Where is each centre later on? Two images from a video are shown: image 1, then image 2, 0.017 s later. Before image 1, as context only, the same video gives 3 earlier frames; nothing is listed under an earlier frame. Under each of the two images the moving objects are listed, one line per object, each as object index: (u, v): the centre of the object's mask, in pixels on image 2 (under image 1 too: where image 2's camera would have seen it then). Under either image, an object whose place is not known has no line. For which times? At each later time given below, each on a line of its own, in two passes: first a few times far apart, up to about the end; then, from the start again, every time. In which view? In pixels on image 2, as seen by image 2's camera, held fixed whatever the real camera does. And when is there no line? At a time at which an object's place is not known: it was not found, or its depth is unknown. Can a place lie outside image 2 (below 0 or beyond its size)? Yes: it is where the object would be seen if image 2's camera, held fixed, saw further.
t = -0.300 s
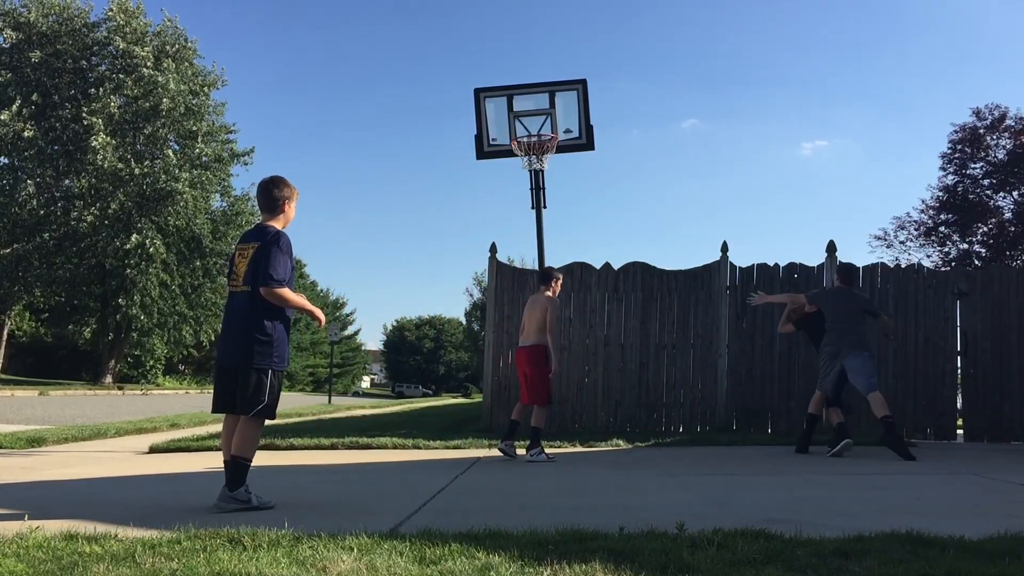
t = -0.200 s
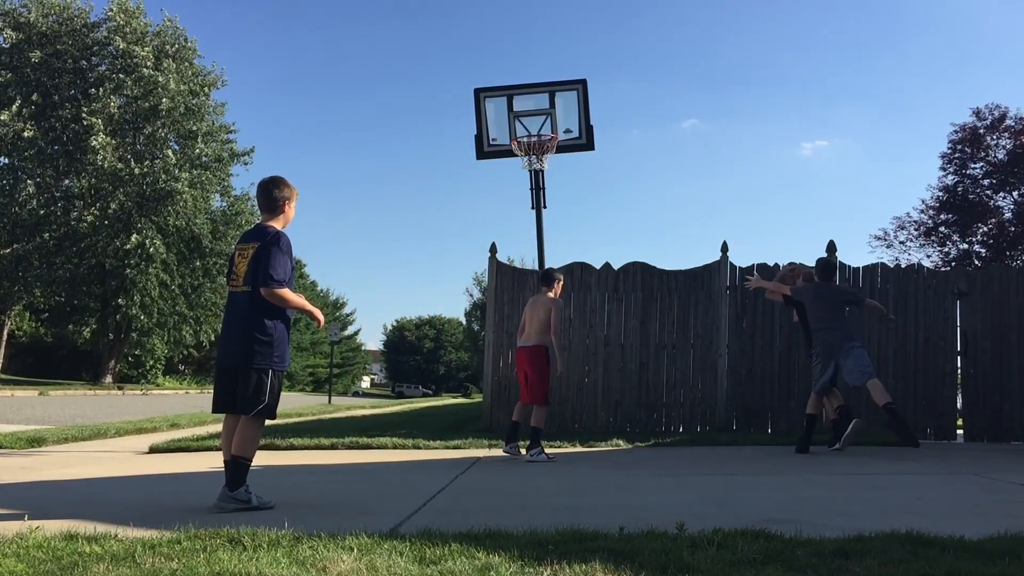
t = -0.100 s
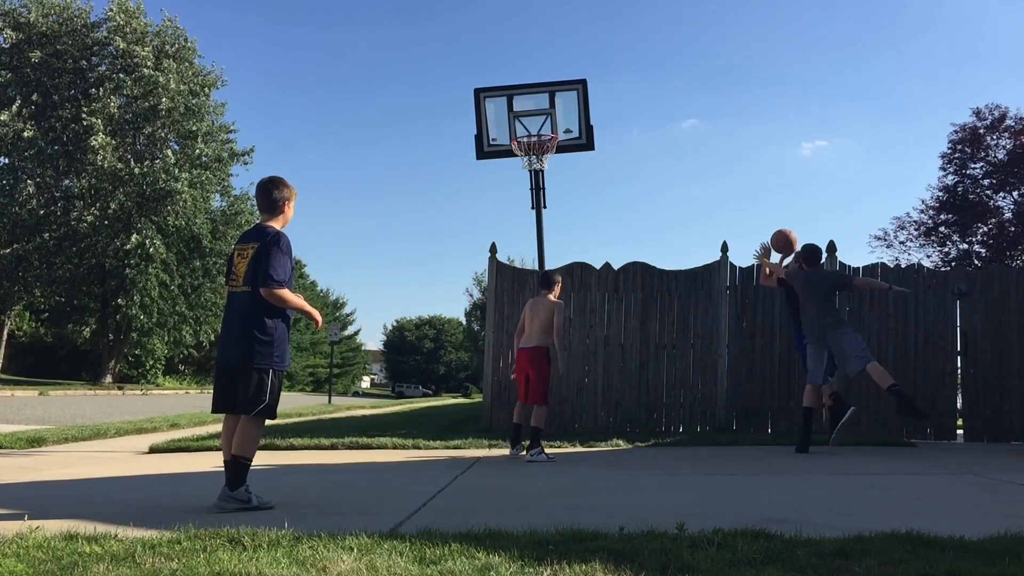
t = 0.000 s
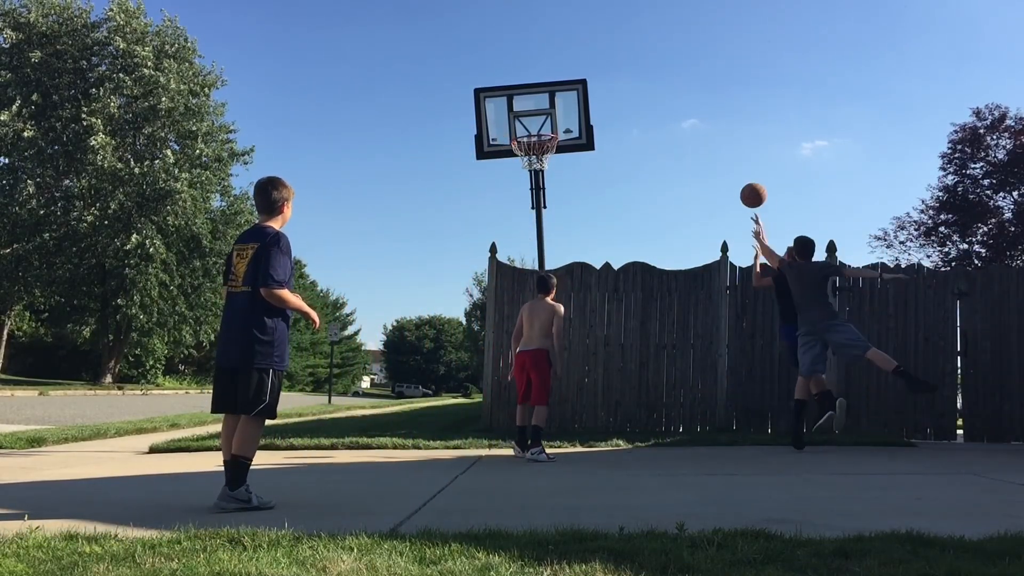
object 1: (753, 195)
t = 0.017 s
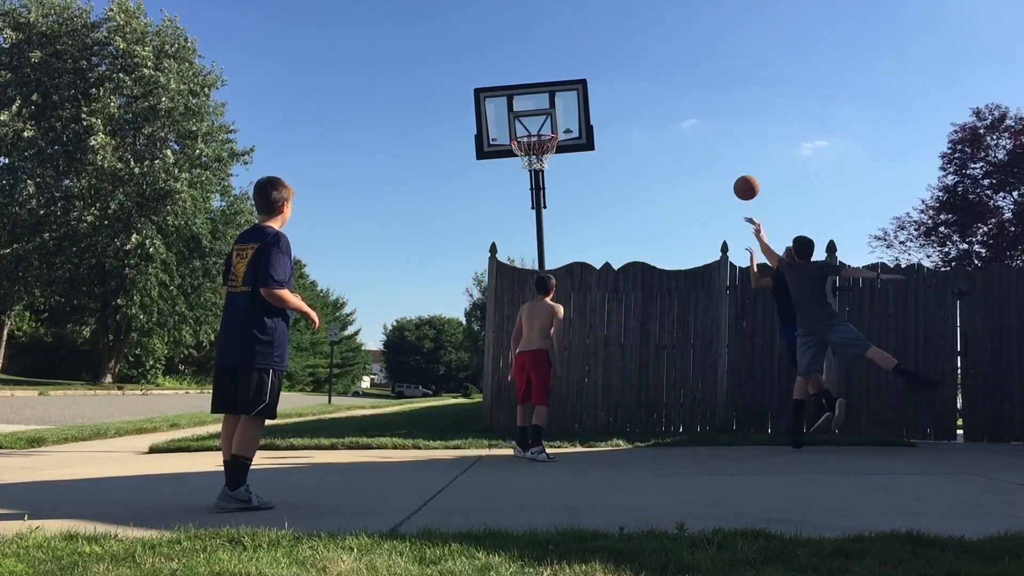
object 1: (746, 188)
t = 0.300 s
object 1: (640, 108)
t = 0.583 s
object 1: (550, 104)
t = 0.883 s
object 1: (521, 123)
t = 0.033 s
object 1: (740, 180)
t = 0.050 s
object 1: (733, 174)
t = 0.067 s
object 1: (727, 167)
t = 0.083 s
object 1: (720, 161)
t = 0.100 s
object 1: (714, 155)
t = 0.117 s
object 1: (707, 149)
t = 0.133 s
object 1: (701, 144)
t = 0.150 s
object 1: (695, 139)
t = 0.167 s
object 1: (689, 135)
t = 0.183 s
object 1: (682, 130)
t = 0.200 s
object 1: (676, 126)
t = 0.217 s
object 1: (670, 123)
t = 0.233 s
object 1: (664, 119)
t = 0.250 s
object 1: (657, 116)
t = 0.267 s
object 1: (651, 113)
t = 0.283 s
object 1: (646, 110)
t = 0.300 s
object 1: (640, 108)
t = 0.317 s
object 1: (634, 106)
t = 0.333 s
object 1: (628, 104)
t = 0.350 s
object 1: (622, 103)
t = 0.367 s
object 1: (616, 101)
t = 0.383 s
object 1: (610, 100)
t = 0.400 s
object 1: (604, 100)
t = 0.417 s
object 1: (599, 99)
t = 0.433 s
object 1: (593, 99)
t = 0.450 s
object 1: (587, 99)
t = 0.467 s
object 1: (581, 99)
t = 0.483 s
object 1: (576, 100)
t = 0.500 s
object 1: (570, 100)
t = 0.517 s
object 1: (565, 101)
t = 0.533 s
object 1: (559, 103)
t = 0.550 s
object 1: (556, 103)
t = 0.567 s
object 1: (553, 104)
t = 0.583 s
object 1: (550, 104)
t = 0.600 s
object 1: (546, 105)
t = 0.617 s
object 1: (544, 107)
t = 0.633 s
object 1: (540, 109)
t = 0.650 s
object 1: (537, 111)
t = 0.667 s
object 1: (534, 113)
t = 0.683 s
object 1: (531, 115)
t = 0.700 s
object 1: (528, 118)
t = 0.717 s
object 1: (525, 121)
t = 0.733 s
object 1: (522, 124)
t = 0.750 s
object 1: (518, 127)
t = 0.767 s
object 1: (516, 130)
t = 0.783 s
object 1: (516, 129)
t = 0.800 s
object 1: (517, 128)
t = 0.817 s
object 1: (518, 127)
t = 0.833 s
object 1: (519, 126)
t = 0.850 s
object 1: (520, 124)
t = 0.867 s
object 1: (521, 124)
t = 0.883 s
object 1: (521, 123)
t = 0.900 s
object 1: (522, 123)
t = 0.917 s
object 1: (523, 123)
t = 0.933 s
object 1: (524, 124)
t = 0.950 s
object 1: (525, 124)
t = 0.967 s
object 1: (525, 125)
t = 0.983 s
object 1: (525, 124)
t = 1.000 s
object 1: (525, 124)
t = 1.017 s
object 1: (526, 124)
